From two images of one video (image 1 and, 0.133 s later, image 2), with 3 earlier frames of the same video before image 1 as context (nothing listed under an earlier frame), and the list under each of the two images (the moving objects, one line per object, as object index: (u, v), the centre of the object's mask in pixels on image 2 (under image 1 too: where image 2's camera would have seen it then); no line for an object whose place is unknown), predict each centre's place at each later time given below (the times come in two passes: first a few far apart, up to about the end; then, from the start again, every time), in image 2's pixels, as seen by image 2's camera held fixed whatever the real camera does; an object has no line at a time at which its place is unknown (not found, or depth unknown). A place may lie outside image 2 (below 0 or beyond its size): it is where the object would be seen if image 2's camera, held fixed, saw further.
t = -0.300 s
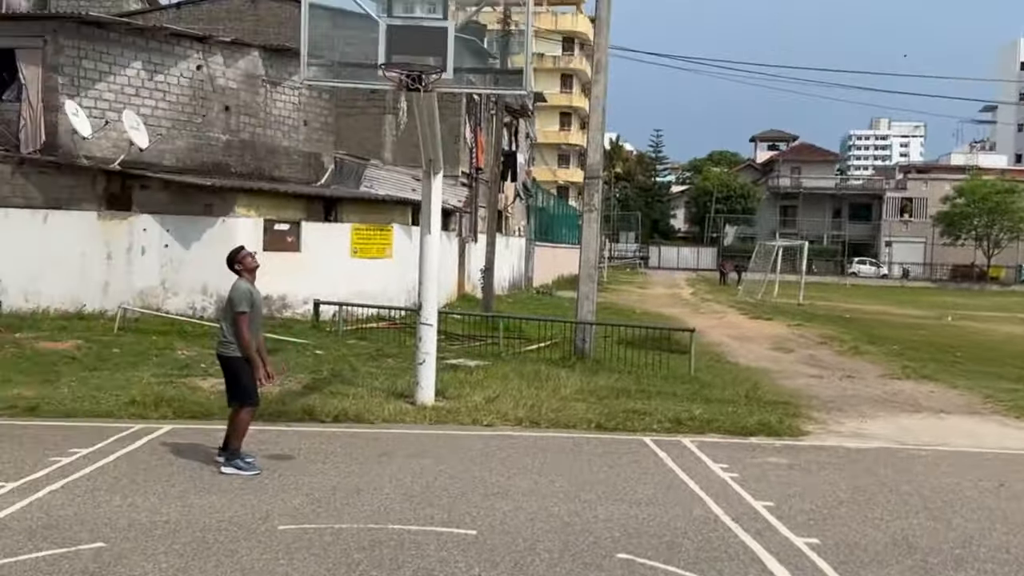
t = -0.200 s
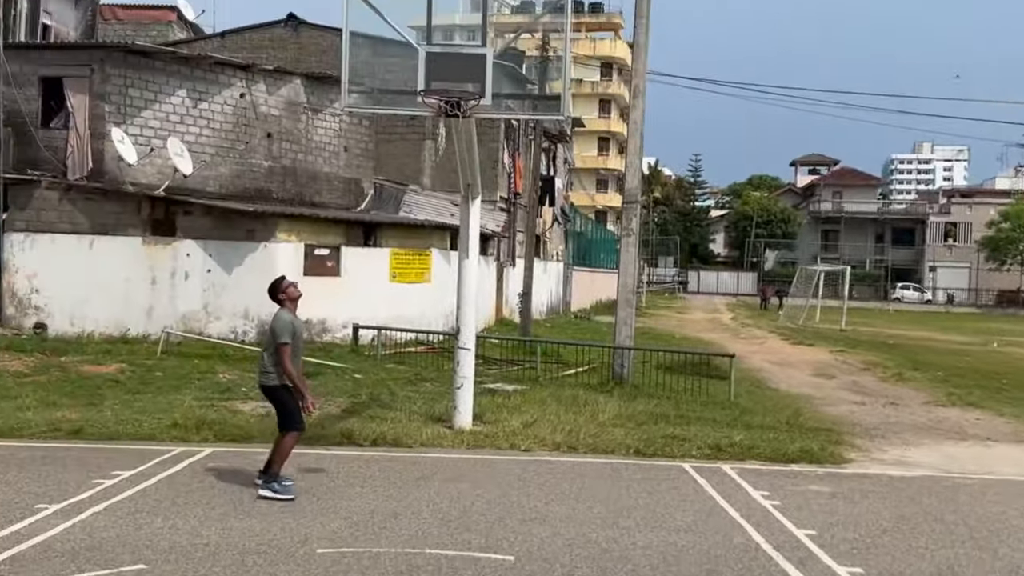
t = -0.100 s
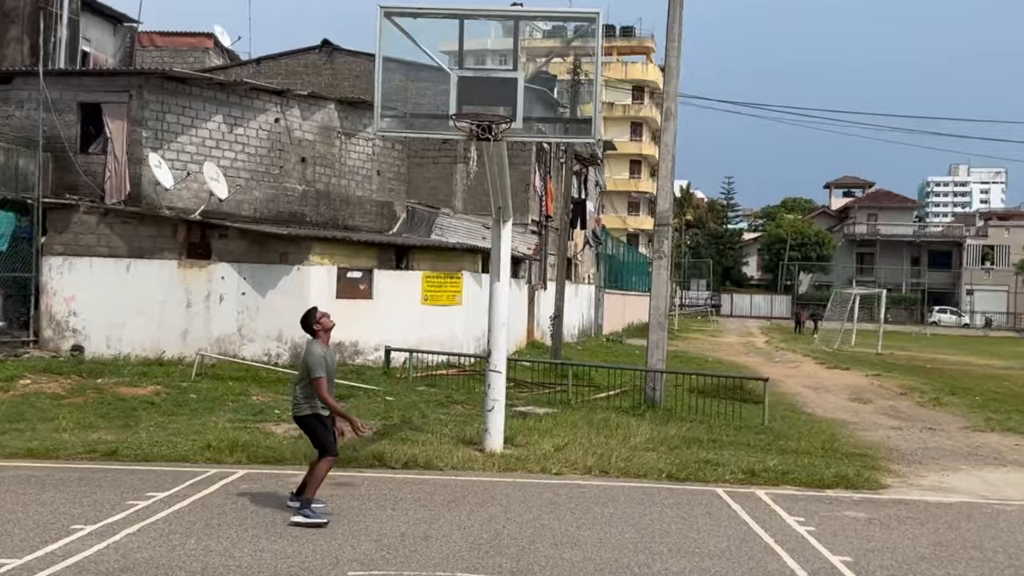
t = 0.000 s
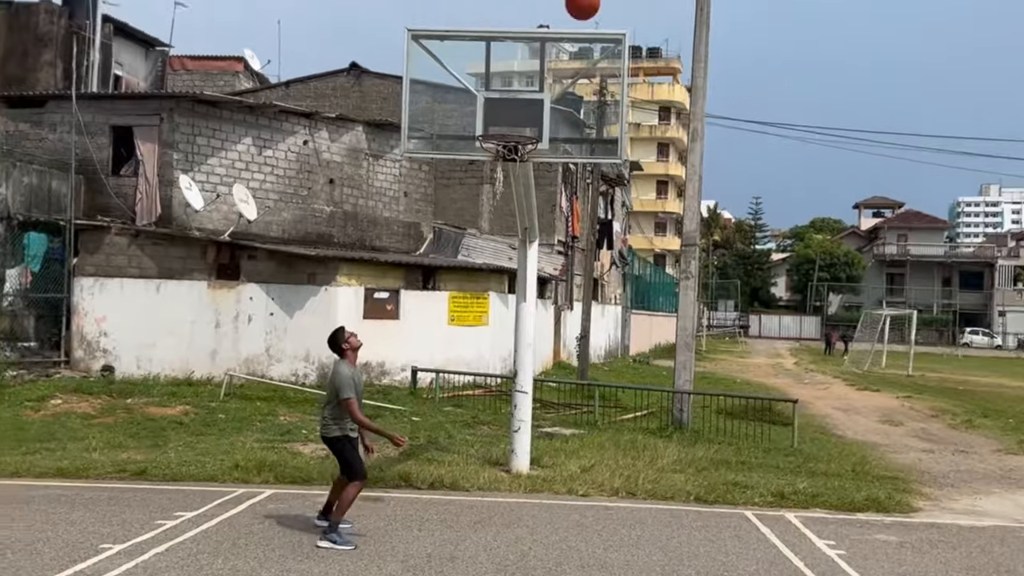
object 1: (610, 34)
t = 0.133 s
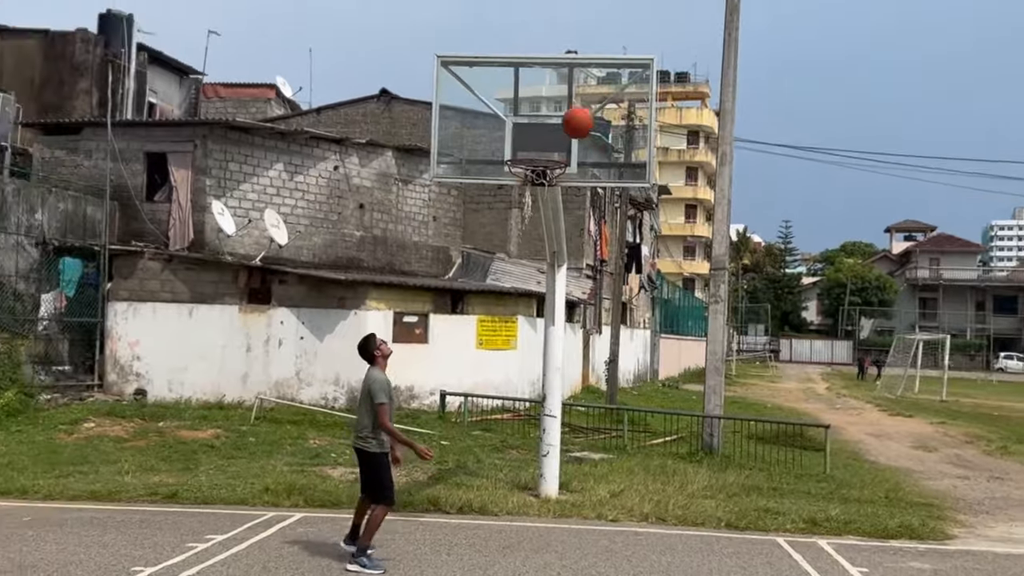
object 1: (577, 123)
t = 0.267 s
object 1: (577, 116)
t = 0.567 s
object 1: (597, 32)
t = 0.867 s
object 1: (615, 58)
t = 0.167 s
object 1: (570, 147)
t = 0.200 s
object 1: (571, 141)
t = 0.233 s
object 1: (574, 128)
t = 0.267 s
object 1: (577, 116)
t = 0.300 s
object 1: (579, 104)
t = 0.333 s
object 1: (582, 89)
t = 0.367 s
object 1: (584, 78)
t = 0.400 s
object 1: (586, 67)
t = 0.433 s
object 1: (589, 57)
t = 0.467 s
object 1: (590, 49)
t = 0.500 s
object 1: (593, 42)
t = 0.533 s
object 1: (595, 37)
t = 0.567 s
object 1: (597, 32)
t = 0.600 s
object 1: (599, 29)
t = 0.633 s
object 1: (601, 28)
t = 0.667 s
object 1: (603, 27)
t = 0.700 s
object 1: (605, 29)
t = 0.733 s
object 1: (607, 32)
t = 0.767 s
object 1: (609, 36)
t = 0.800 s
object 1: (611, 42)
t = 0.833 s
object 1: (613, 49)
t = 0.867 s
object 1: (615, 58)
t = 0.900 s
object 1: (617, 69)
